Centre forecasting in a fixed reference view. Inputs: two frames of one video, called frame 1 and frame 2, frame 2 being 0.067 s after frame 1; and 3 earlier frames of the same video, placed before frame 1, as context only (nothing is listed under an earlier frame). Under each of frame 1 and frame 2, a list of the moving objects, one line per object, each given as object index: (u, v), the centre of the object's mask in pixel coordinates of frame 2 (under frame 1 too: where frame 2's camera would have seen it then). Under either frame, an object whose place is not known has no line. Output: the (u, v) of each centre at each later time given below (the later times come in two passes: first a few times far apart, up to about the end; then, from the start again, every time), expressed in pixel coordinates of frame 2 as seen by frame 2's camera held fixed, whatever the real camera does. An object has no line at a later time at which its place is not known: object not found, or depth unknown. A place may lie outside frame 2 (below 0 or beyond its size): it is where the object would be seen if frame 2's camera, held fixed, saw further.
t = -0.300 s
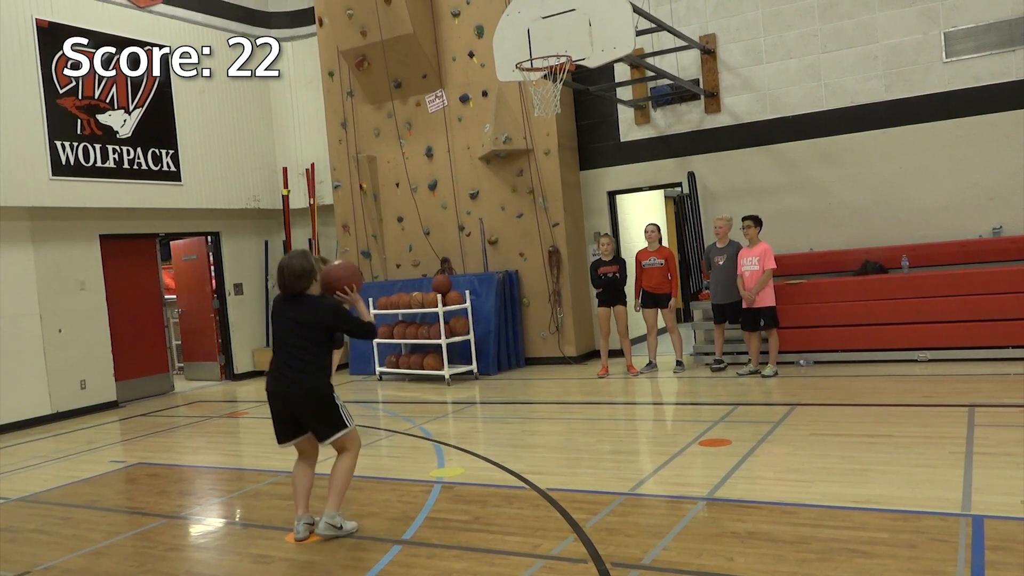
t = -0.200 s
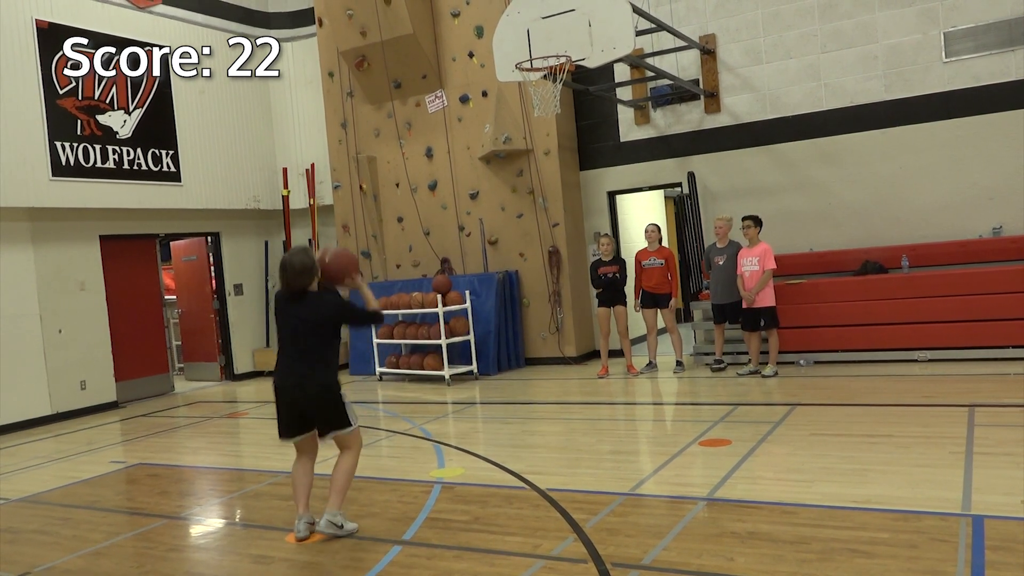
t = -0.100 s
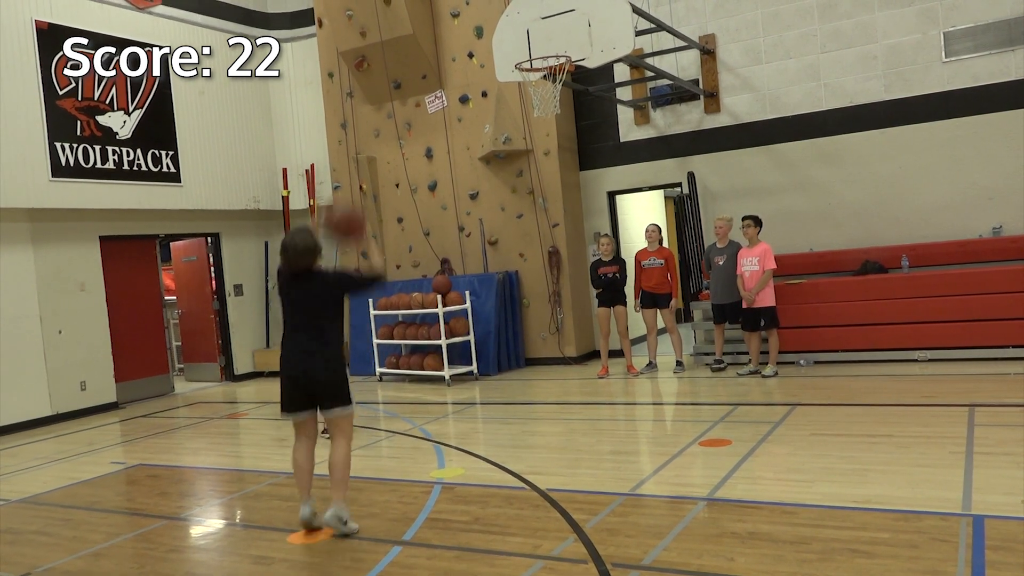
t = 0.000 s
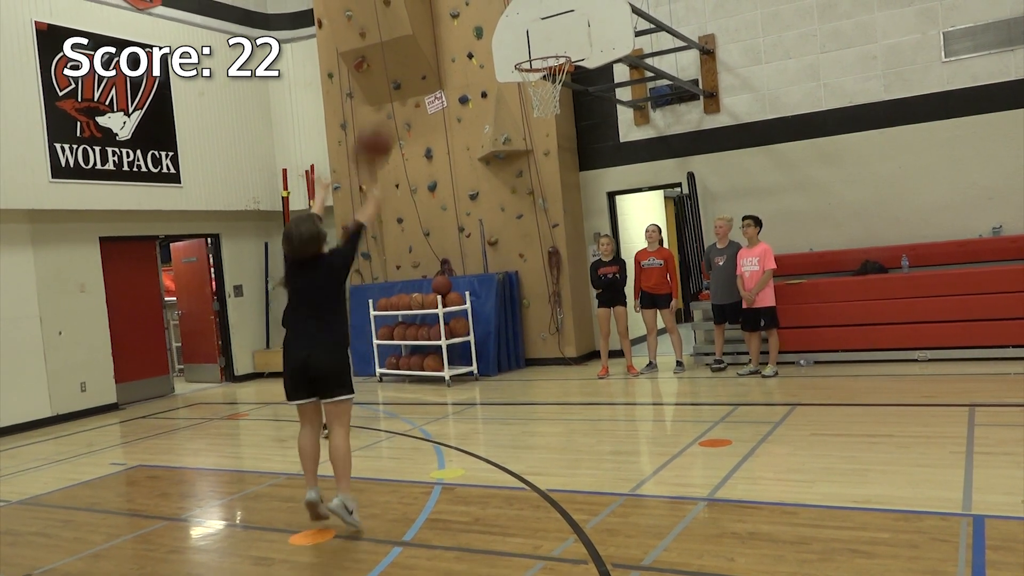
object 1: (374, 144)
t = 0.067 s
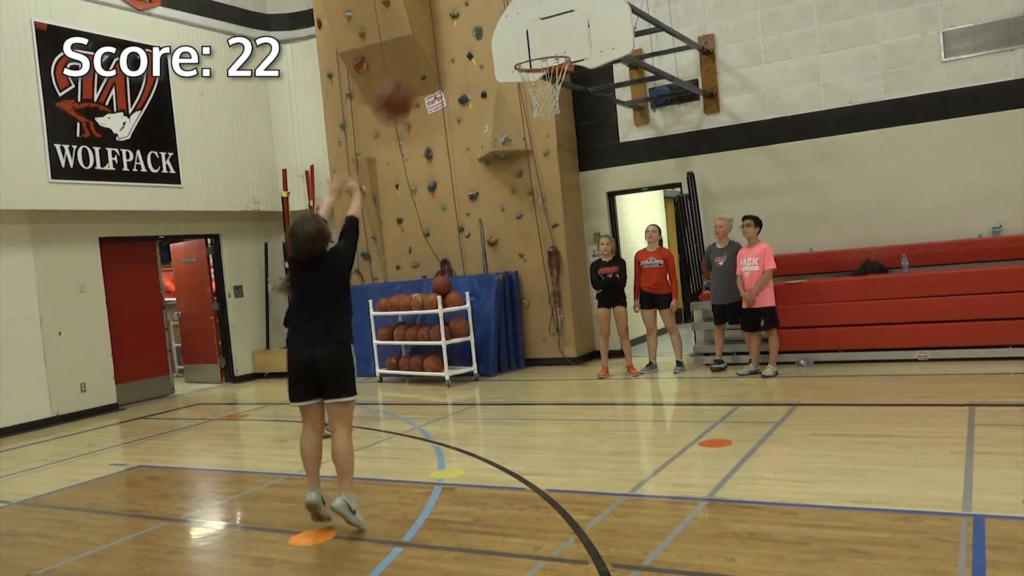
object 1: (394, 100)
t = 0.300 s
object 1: (460, 21)
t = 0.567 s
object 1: (524, 28)
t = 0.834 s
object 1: (535, 12)
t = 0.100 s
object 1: (405, 81)
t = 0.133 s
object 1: (414, 66)
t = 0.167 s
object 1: (424, 54)
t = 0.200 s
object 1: (434, 42)
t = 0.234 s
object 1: (442, 33)
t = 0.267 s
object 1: (452, 26)
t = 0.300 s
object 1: (460, 21)
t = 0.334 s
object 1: (469, 17)
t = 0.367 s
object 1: (477, 15)
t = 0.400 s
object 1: (485, 14)
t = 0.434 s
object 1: (493, 14)
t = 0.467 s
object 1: (501, 16)
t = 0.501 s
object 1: (509, 19)
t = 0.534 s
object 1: (516, 23)
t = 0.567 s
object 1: (524, 28)
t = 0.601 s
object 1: (531, 35)
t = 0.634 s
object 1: (538, 42)
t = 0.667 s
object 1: (546, 50)
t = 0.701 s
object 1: (546, 45)
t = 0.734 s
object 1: (543, 34)
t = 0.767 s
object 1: (540, 25)
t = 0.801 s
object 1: (538, 17)
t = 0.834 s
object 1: (535, 12)
